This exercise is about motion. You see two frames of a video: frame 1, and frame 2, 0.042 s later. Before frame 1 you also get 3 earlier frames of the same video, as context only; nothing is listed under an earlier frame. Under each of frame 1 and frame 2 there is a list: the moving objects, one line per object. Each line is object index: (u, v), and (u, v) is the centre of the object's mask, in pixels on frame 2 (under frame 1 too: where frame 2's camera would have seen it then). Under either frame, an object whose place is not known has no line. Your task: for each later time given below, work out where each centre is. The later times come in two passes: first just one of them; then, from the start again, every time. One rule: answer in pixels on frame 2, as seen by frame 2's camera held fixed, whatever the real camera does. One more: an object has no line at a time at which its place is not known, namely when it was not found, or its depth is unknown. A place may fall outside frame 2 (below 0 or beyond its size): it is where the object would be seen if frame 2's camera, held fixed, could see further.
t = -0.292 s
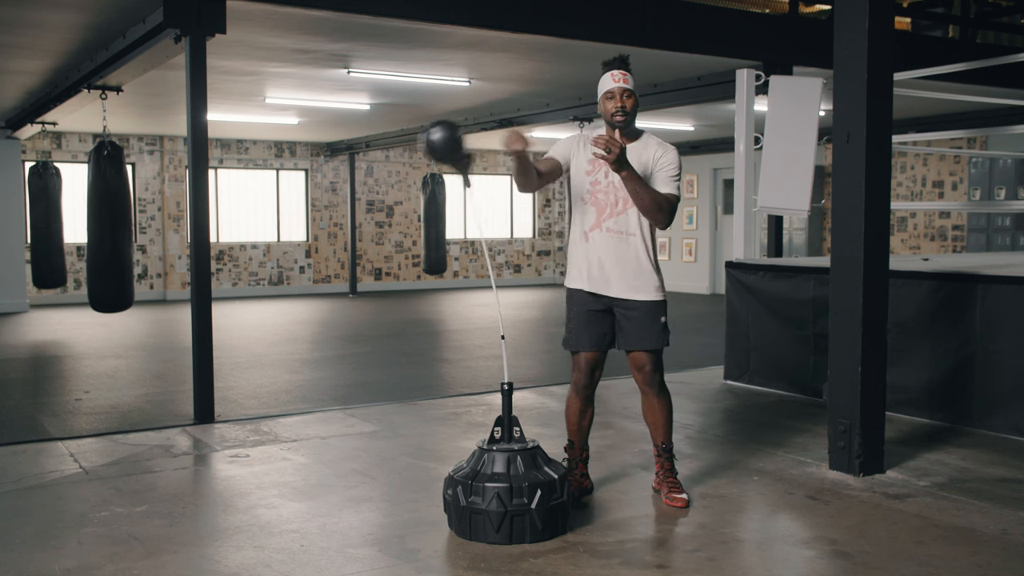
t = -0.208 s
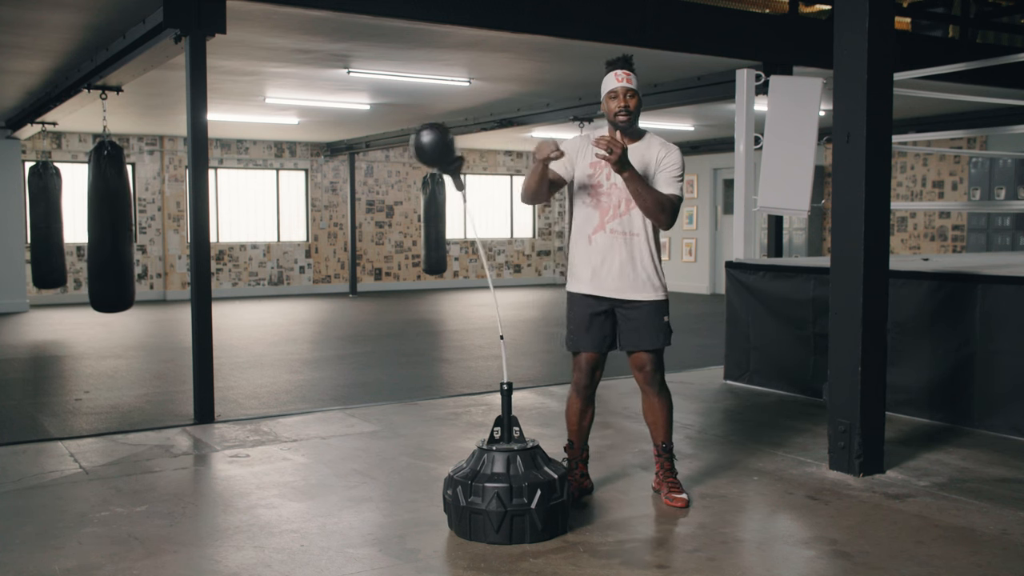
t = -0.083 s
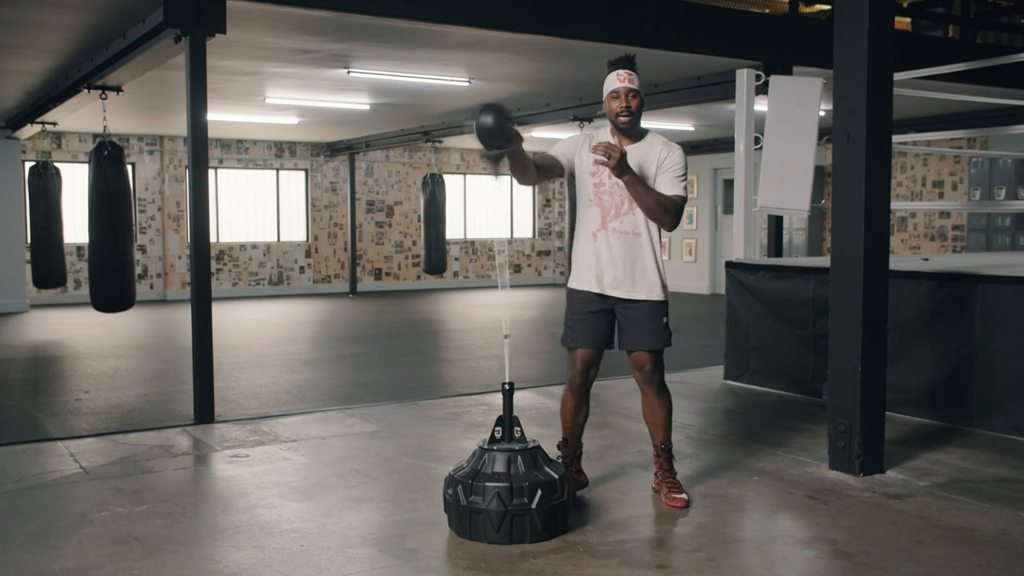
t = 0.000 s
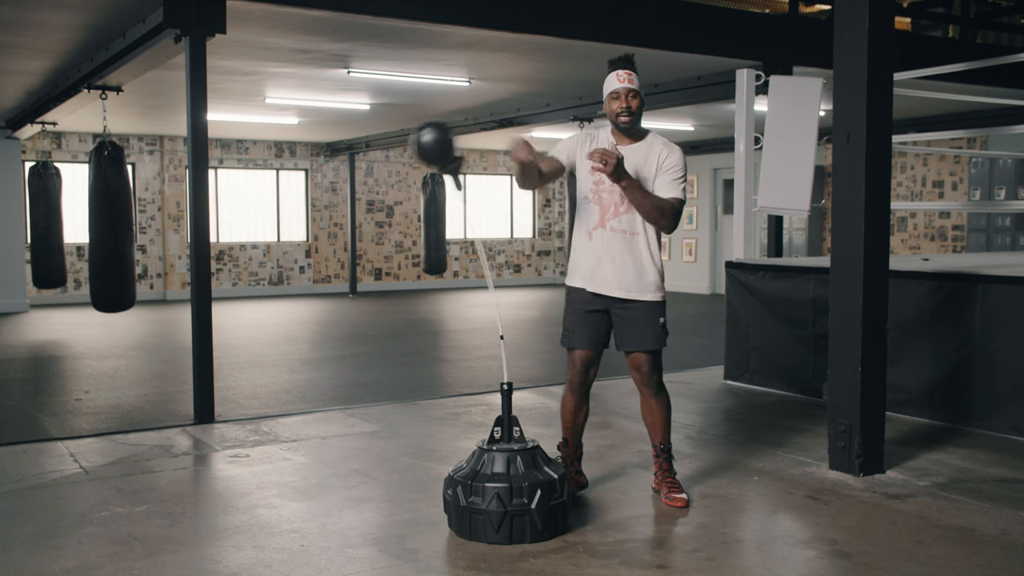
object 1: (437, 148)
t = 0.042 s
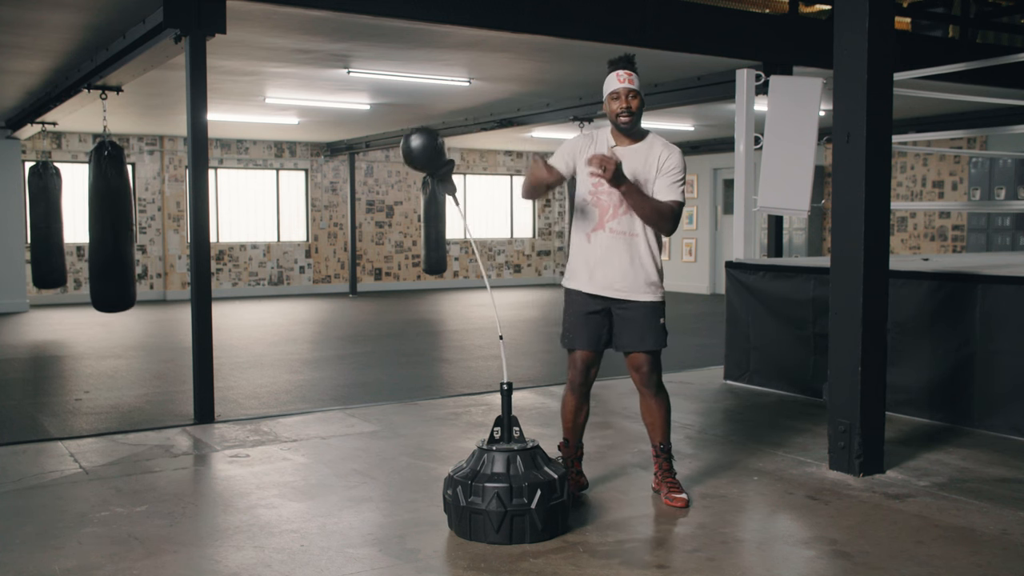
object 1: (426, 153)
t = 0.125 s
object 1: (448, 141)
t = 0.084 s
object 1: (431, 151)
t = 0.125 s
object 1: (448, 141)
